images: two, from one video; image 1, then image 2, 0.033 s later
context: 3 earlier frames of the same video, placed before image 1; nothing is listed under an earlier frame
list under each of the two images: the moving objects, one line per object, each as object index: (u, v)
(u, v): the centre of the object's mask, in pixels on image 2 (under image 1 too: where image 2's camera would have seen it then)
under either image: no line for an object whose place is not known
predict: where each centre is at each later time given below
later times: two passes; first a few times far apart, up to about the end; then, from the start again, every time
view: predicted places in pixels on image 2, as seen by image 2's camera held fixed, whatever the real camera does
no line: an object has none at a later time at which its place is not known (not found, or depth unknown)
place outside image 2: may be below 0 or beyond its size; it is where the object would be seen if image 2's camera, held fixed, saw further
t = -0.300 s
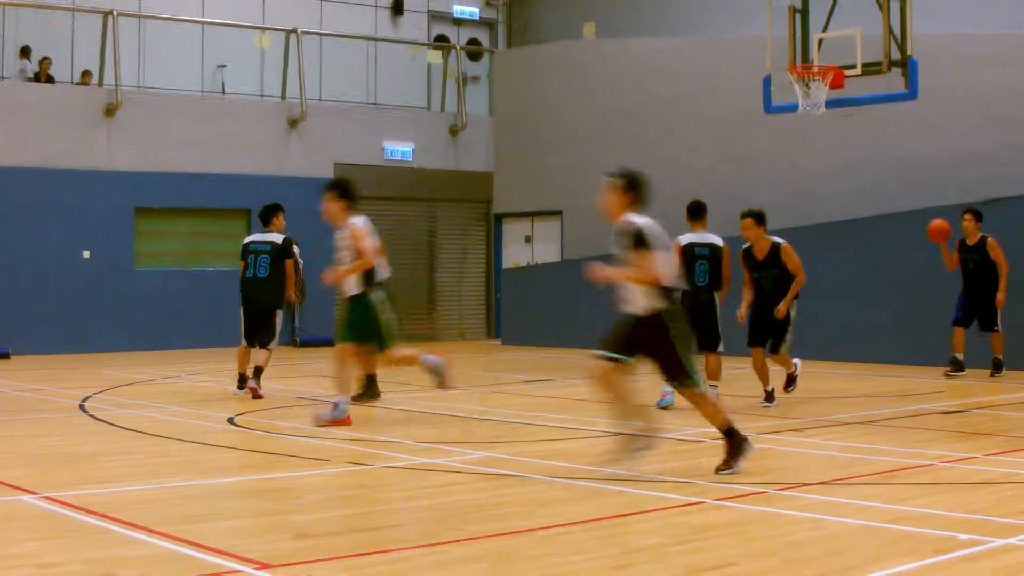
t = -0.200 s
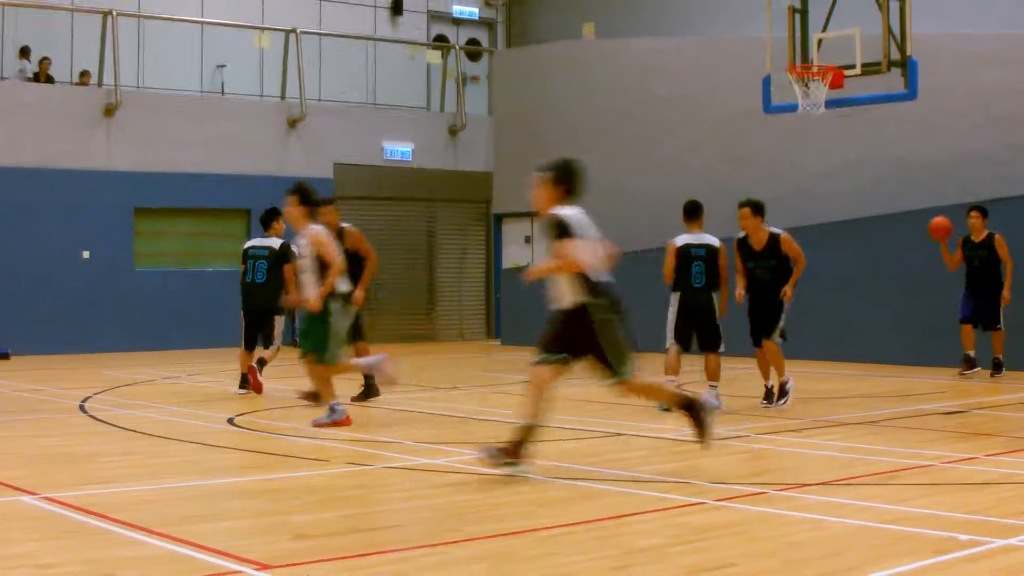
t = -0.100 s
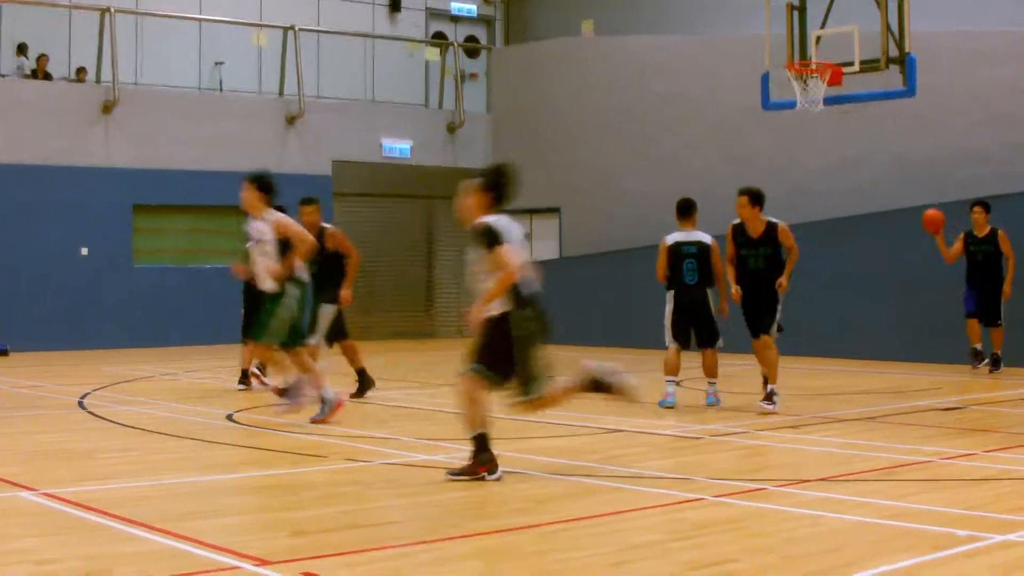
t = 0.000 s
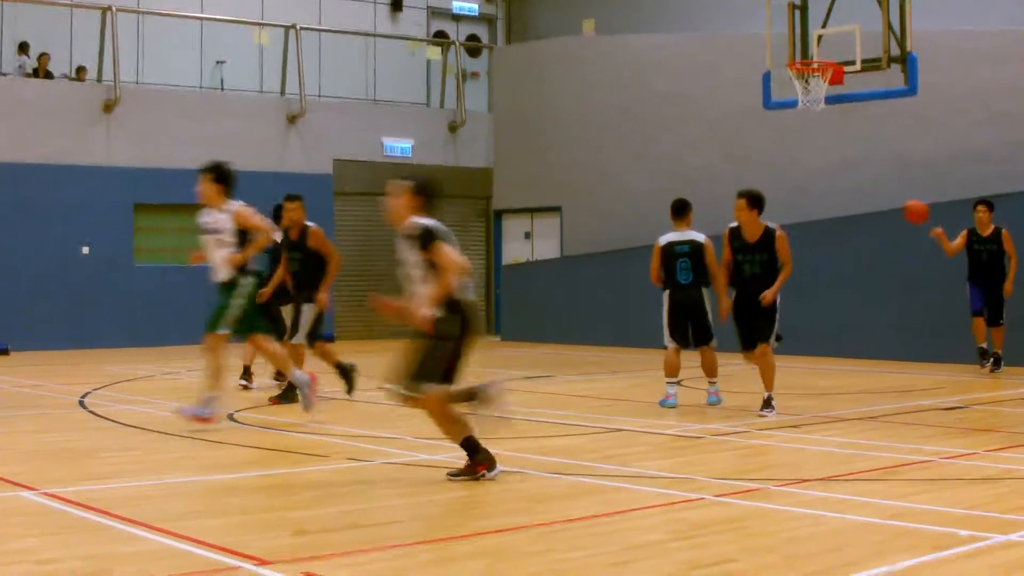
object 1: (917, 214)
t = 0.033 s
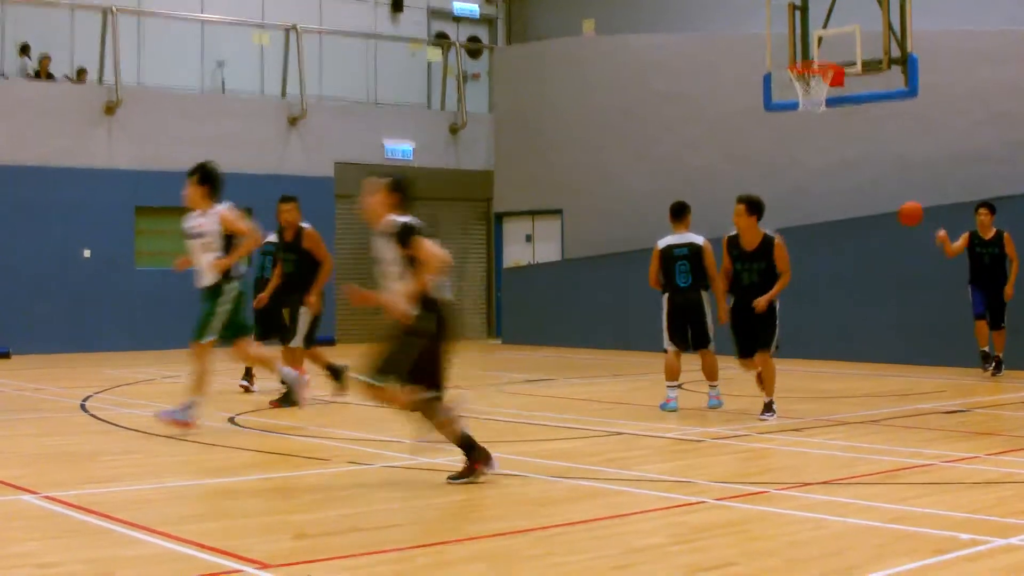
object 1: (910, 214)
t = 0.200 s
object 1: (876, 226)
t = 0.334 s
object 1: (847, 259)
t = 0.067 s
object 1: (905, 214)
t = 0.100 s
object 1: (897, 215)
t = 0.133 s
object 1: (890, 217)
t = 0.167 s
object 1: (884, 221)
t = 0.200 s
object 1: (876, 226)
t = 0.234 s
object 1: (869, 232)
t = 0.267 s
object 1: (861, 240)
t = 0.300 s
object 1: (854, 249)
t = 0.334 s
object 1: (847, 259)
